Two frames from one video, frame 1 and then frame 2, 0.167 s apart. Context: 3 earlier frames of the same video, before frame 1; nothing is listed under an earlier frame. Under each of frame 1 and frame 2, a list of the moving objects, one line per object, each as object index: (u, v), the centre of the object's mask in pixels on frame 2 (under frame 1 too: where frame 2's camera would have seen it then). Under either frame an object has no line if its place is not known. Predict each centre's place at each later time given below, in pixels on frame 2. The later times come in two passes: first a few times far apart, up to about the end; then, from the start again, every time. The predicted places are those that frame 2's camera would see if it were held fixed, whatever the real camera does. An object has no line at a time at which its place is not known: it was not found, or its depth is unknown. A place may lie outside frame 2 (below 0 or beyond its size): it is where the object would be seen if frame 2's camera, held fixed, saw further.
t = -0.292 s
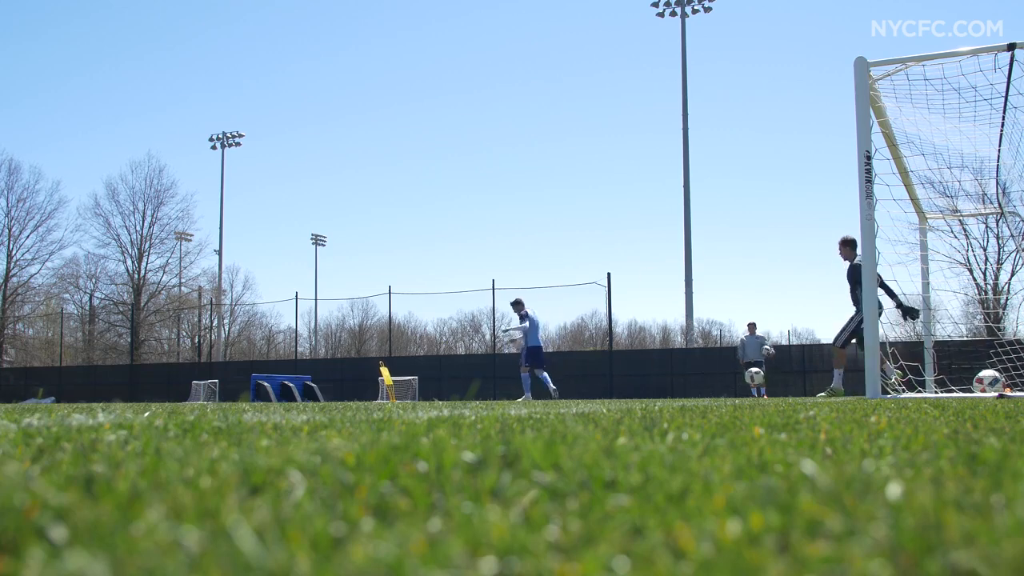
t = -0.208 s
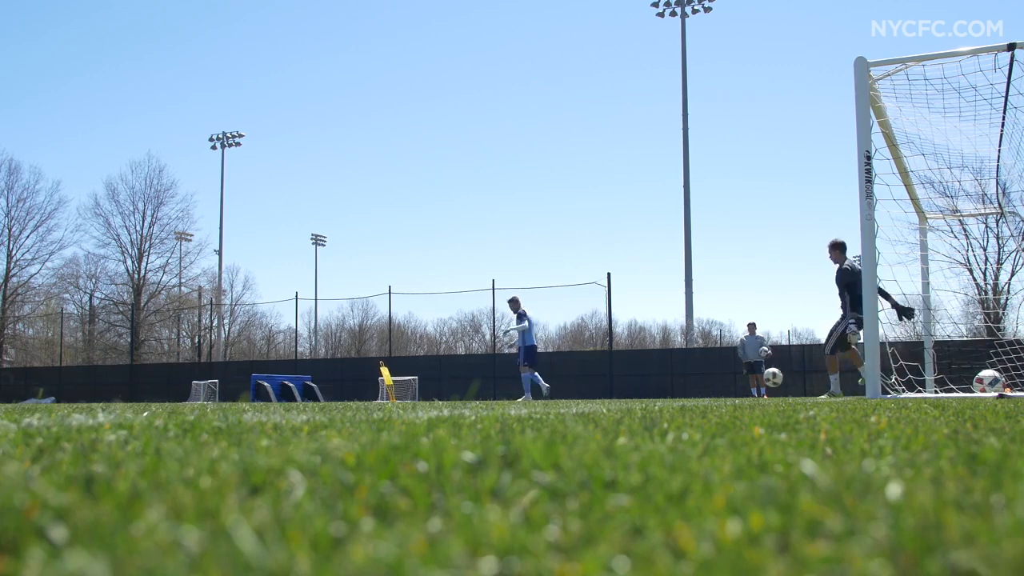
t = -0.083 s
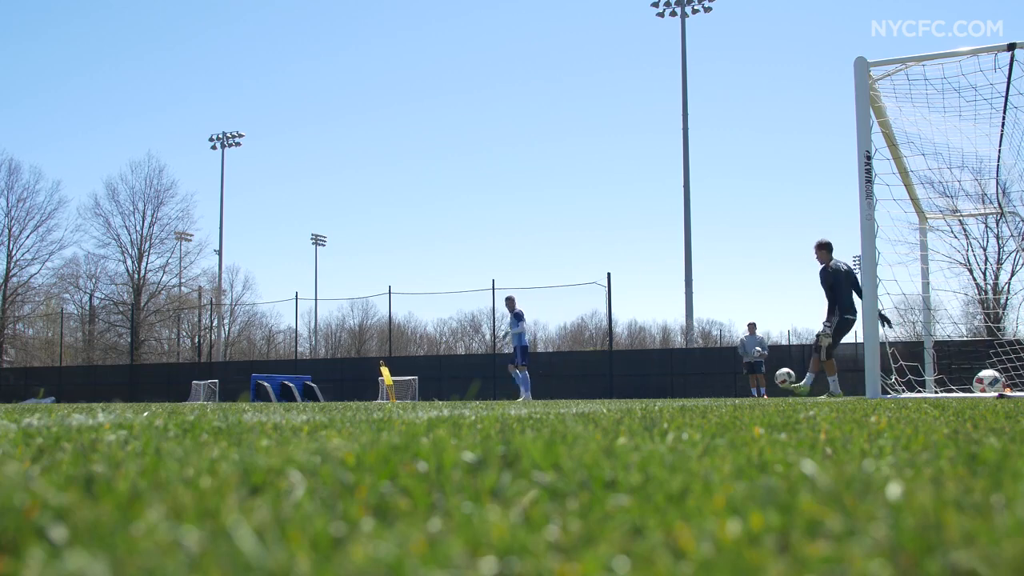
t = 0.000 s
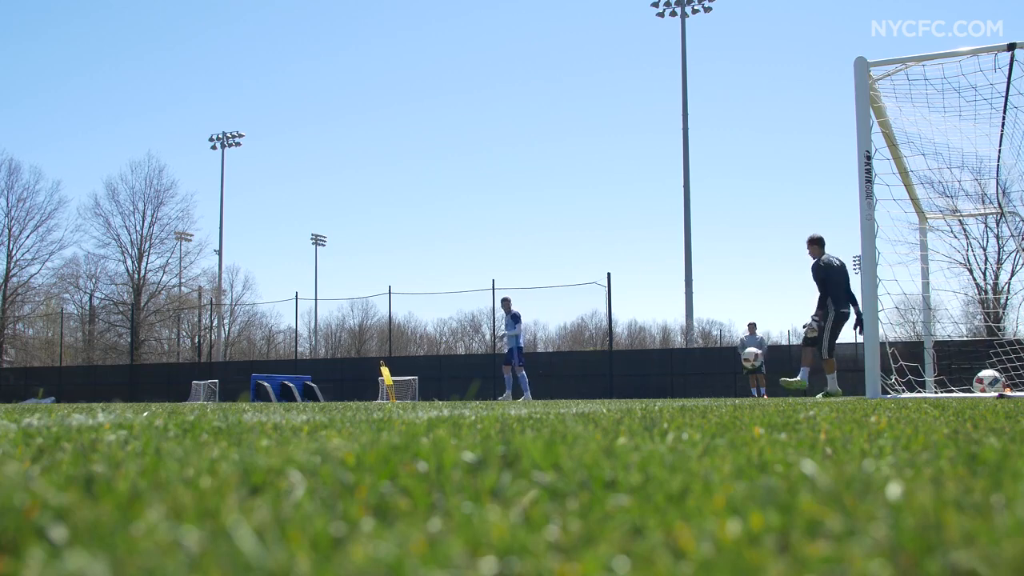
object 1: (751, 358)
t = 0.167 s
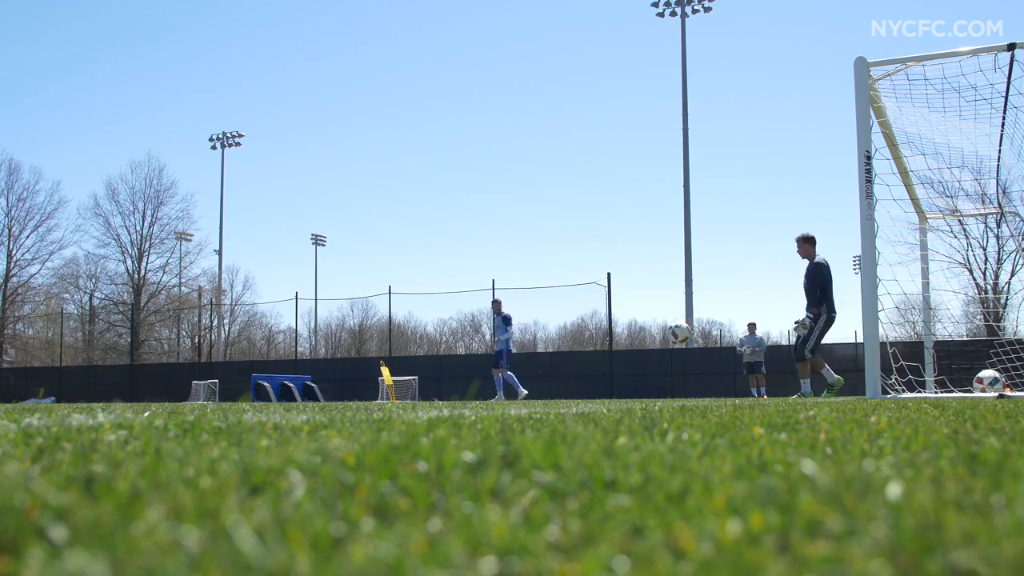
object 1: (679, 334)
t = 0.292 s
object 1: (615, 332)
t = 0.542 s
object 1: (457, 388)
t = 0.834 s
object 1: (335, 330)
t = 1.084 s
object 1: (180, 370)
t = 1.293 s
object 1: (15, 349)
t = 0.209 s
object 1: (658, 330)
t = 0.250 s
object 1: (638, 331)
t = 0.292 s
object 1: (615, 332)
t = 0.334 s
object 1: (593, 335)
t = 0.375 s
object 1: (569, 341)
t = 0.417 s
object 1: (543, 350)
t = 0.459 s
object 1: (515, 361)
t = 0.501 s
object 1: (486, 376)
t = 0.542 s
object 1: (457, 388)
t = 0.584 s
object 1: (442, 375)
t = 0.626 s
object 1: (427, 362)
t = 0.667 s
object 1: (411, 350)
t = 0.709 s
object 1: (393, 341)
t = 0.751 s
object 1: (374, 334)
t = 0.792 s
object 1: (355, 331)
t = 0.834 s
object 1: (335, 330)
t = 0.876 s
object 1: (312, 334)
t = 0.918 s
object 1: (290, 342)
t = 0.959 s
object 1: (264, 353)
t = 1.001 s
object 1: (236, 372)
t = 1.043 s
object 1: (208, 384)
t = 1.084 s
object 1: (180, 370)
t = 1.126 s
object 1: (149, 358)
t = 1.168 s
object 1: (117, 349)
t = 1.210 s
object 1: (81, 343)
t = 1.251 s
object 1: (41, 344)
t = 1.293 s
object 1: (15, 349)
